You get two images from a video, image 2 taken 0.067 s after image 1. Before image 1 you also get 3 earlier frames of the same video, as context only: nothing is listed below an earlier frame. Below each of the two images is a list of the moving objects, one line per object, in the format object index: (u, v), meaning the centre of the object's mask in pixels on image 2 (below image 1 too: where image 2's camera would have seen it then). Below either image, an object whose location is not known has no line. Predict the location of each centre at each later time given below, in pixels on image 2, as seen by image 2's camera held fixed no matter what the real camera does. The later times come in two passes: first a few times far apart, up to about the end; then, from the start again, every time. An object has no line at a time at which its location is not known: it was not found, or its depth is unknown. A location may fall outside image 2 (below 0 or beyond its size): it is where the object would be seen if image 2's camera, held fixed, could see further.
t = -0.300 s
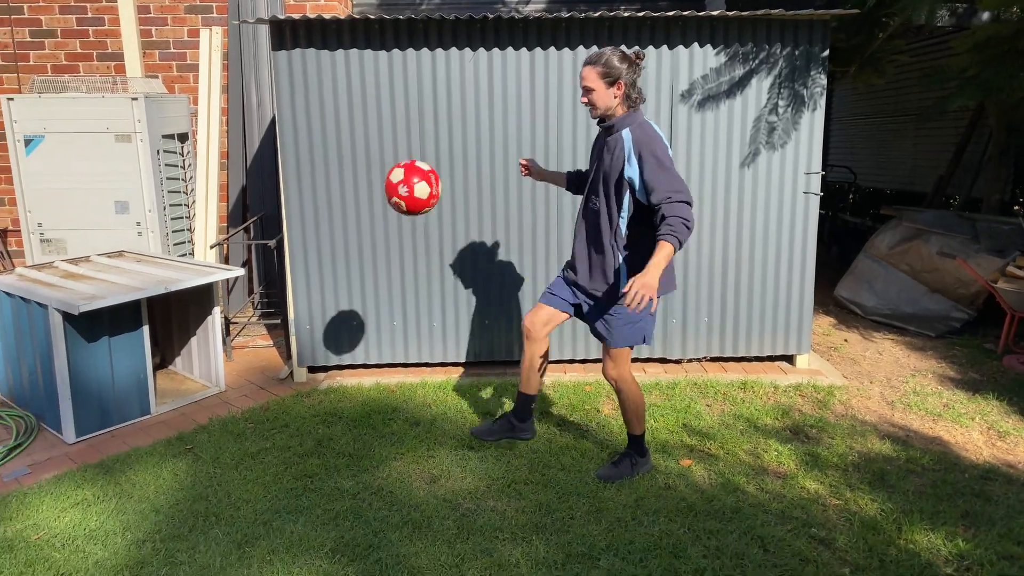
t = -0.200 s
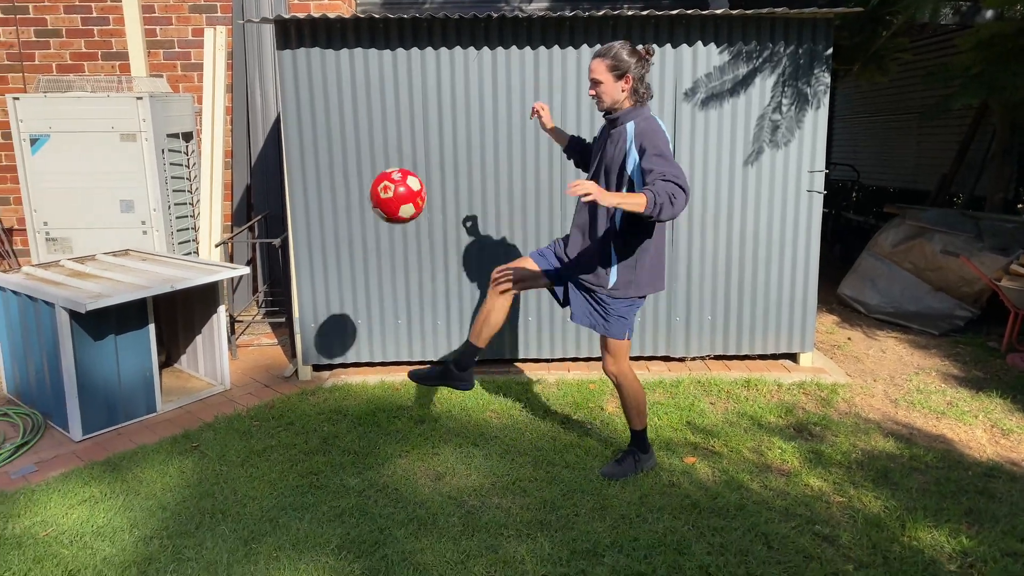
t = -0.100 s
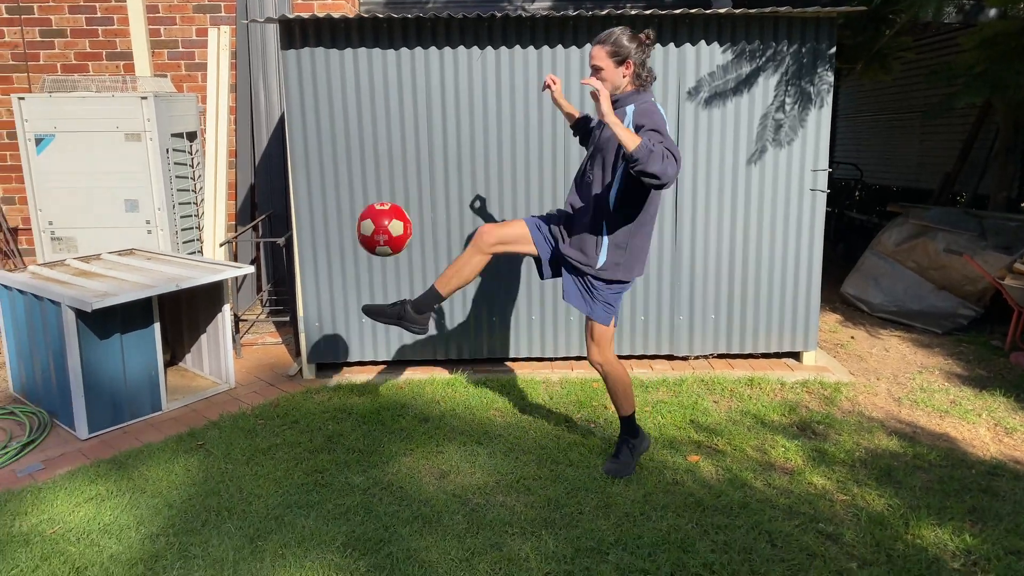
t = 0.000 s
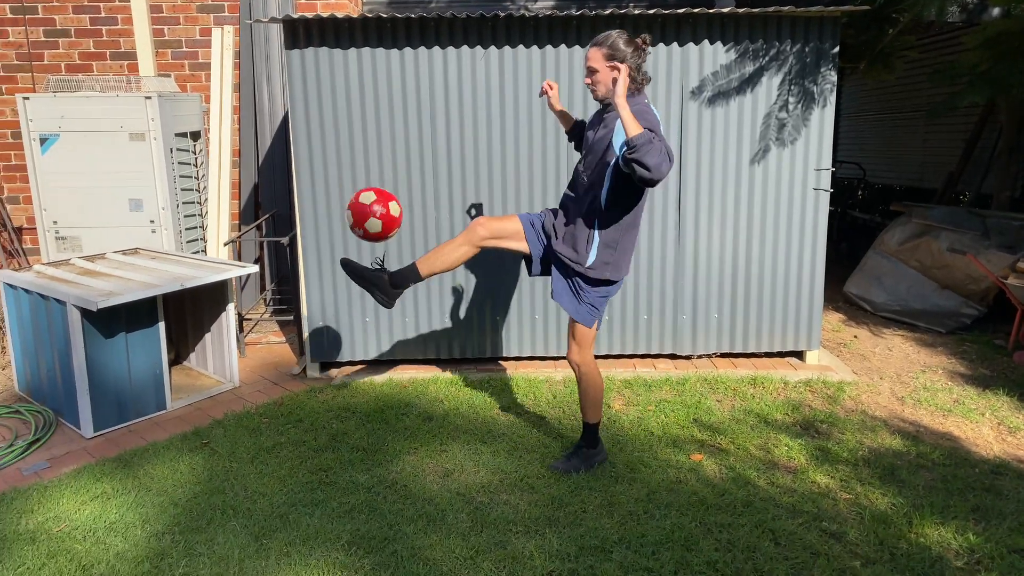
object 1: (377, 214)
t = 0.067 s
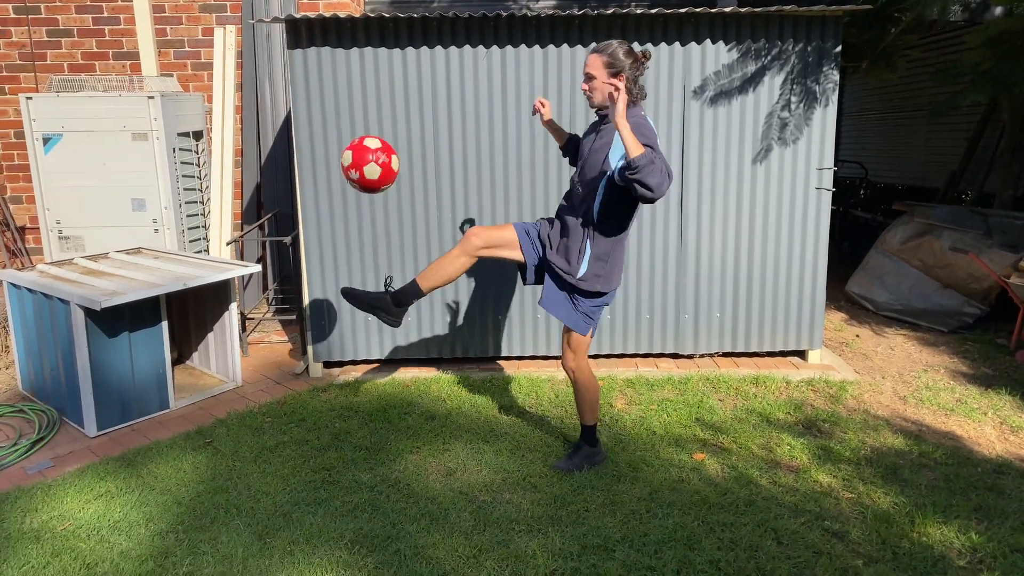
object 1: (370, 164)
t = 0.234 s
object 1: (354, 80)
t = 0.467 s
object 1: (338, 85)
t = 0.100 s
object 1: (366, 143)
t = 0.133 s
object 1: (363, 123)
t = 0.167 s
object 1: (360, 106)
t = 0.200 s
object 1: (357, 92)
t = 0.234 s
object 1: (354, 80)
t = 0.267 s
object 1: (351, 71)
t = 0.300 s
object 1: (349, 65)
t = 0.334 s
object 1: (346, 62)
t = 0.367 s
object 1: (344, 63)
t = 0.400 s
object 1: (342, 67)
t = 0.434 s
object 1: (340, 74)
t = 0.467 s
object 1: (338, 85)
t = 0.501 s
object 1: (336, 99)
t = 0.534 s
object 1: (335, 116)
